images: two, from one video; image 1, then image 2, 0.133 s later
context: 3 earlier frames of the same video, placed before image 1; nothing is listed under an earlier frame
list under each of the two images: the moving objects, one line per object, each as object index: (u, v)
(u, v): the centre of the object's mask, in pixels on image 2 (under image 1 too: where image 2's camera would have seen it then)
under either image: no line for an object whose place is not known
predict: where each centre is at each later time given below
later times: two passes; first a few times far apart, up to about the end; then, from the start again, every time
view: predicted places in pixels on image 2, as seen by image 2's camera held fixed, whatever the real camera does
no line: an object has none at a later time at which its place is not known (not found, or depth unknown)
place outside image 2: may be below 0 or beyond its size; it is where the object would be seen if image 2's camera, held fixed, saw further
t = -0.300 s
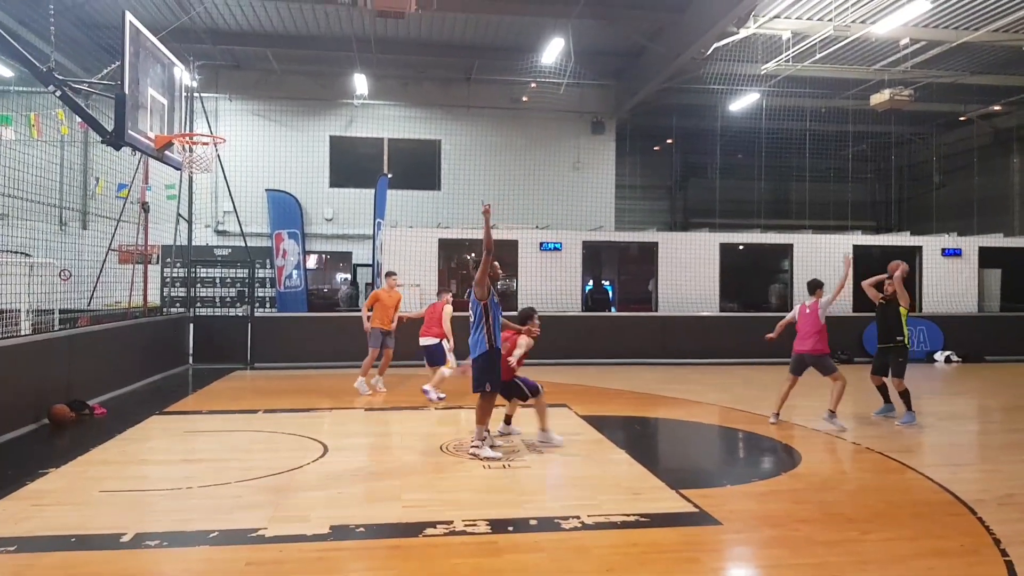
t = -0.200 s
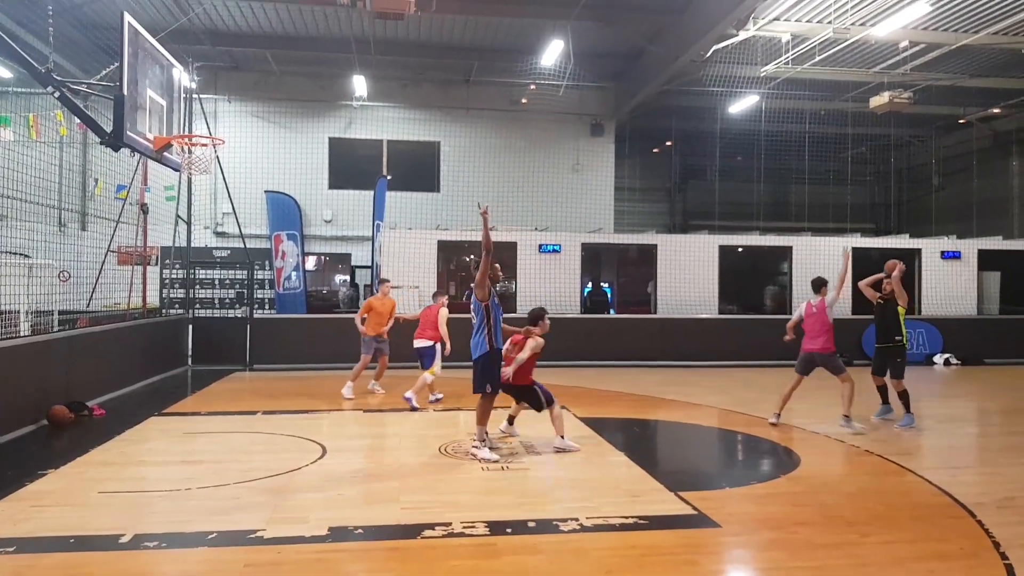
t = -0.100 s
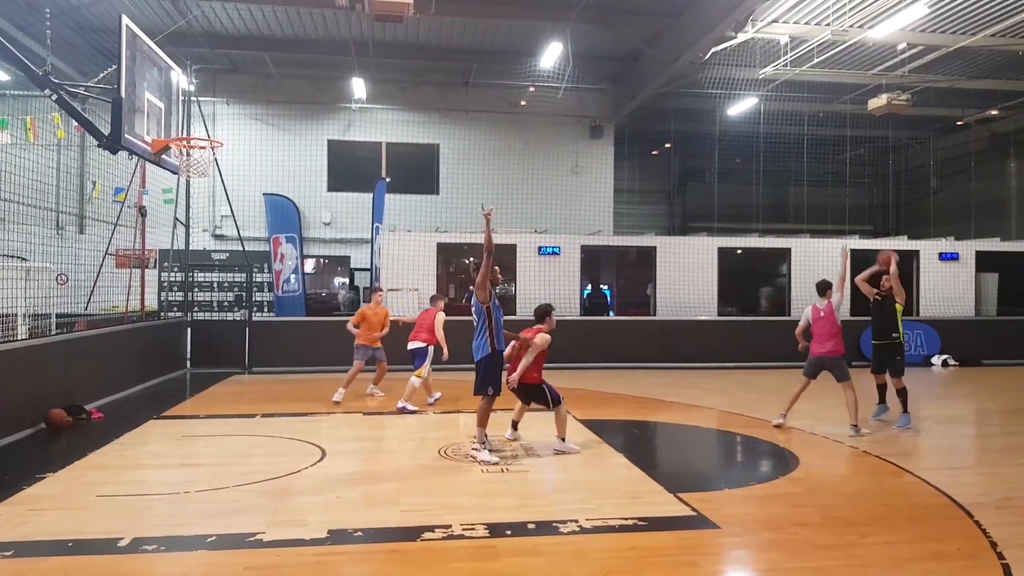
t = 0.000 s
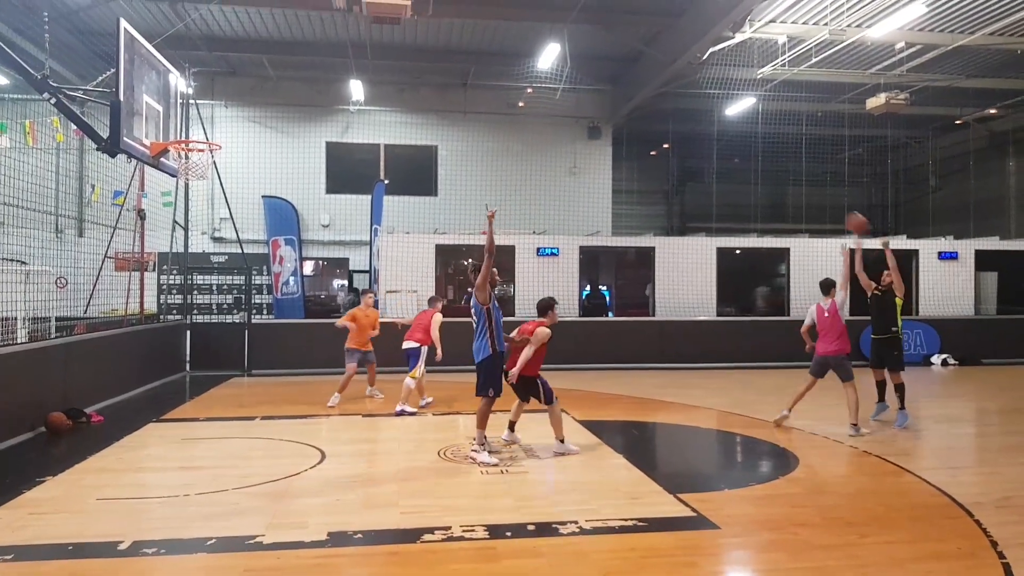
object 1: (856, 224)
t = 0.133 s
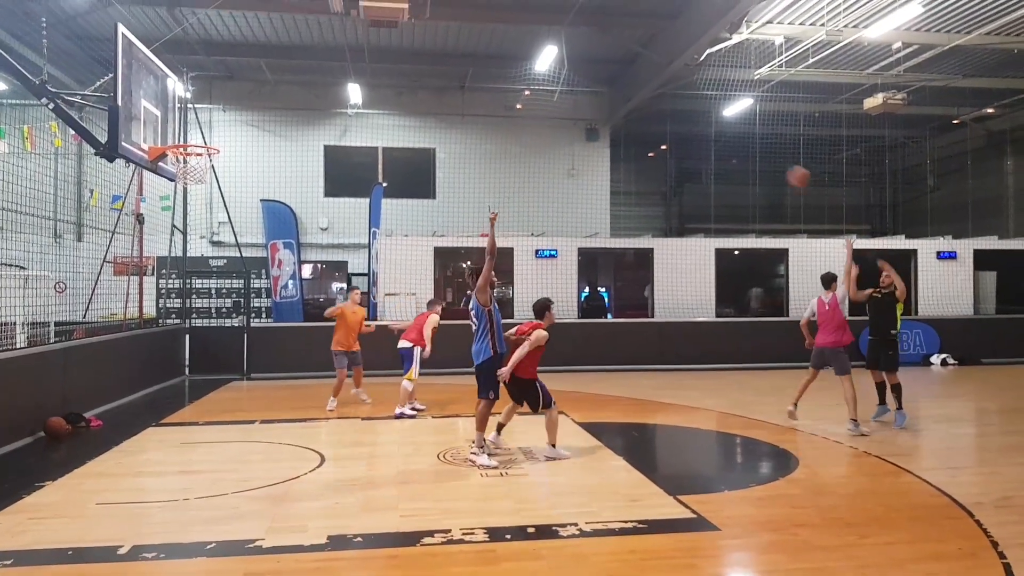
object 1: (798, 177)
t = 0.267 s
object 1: (737, 143)
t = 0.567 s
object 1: (587, 114)
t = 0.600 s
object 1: (569, 114)
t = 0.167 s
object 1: (785, 168)
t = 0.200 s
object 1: (771, 159)
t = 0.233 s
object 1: (753, 151)
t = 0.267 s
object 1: (737, 143)
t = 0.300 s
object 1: (722, 138)
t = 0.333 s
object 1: (706, 131)
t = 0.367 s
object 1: (691, 127)
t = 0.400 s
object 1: (673, 122)
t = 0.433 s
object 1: (656, 118)
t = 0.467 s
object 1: (639, 116)
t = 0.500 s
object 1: (622, 115)
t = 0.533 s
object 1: (605, 114)
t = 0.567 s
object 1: (587, 114)
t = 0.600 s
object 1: (569, 114)
